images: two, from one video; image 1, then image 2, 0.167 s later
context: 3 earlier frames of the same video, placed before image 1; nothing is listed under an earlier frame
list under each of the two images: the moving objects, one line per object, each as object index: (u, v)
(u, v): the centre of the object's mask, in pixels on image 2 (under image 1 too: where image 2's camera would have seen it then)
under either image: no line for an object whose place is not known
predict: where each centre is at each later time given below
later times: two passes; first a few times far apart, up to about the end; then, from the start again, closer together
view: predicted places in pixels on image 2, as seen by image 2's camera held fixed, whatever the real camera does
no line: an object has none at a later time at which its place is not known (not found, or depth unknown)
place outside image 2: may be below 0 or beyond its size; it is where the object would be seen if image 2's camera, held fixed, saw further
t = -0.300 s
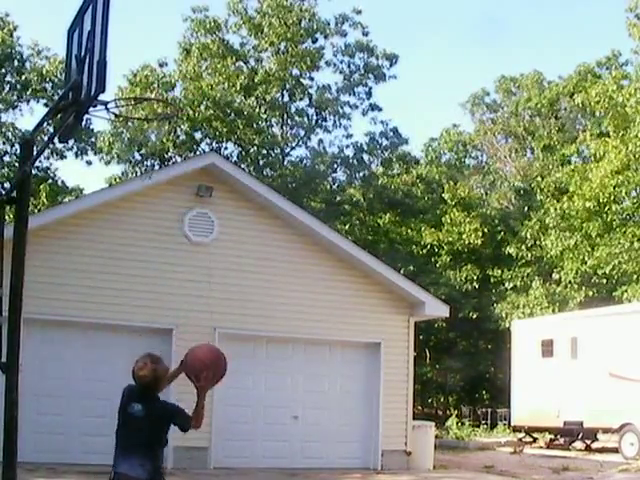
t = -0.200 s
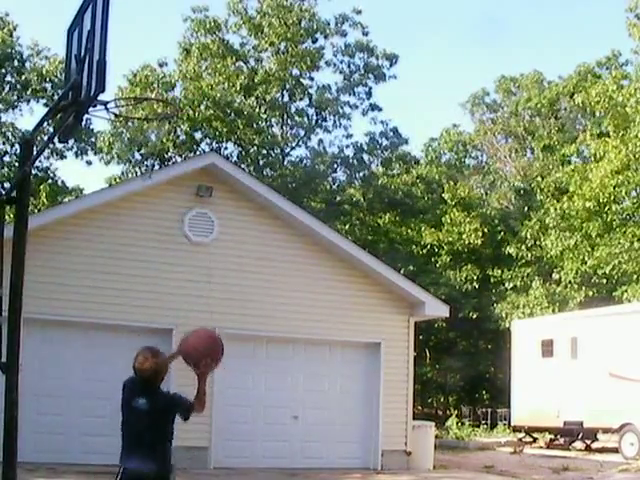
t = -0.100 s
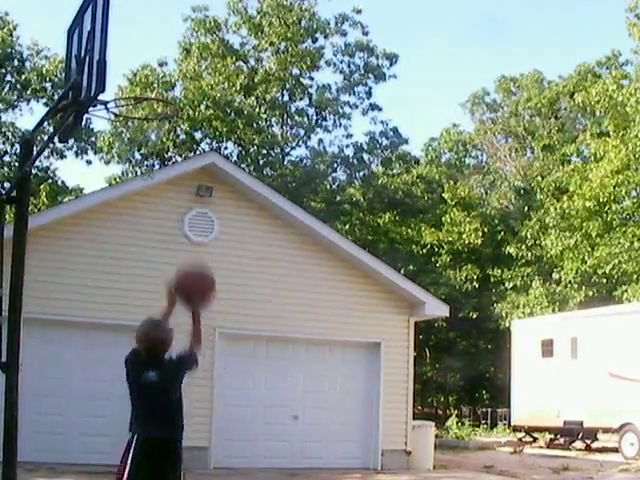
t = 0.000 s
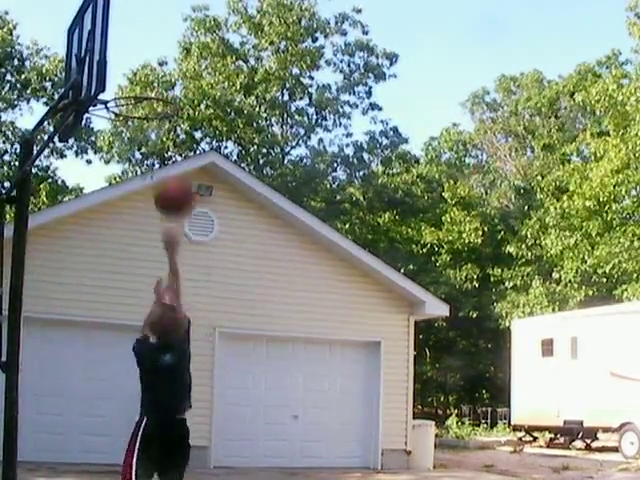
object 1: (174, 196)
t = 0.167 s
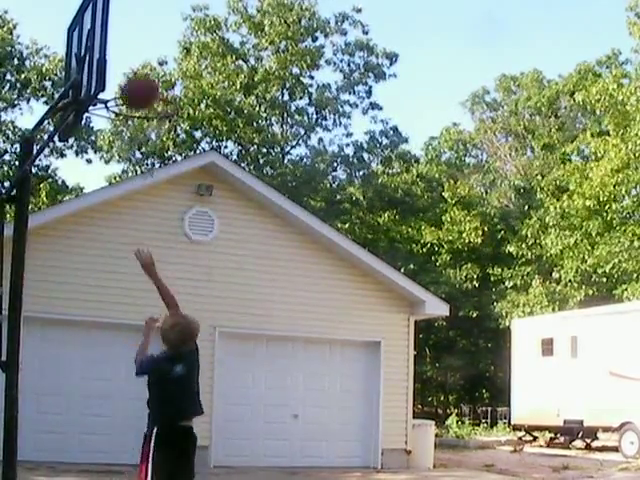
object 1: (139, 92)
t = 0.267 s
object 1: (120, 54)
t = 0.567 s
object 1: (141, 67)
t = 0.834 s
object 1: (149, 146)
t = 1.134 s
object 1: (134, 286)
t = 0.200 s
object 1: (133, 78)
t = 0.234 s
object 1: (126, 65)
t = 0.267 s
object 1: (120, 54)
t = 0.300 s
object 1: (118, 46)
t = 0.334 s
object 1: (119, 43)
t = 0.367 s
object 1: (122, 42)
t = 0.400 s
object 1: (125, 43)
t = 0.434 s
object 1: (128, 45)
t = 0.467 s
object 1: (132, 48)
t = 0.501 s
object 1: (135, 53)
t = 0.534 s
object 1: (138, 60)
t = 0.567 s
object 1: (141, 67)
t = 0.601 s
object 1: (144, 77)
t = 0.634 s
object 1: (146, 87)
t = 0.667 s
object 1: (150, 99)
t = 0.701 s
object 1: (151, 111)
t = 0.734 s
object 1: (154, 124)
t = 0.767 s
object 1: (154, 131)
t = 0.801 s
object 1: (151, 140)
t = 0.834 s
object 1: (149, 146)
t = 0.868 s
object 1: (148, 155)
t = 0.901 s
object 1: (147, 167)
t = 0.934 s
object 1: (144, 178)
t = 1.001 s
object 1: (141, 207)
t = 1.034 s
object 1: (139, 224)
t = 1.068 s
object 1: (138, 243)
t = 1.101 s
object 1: (136, 263)
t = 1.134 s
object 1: (134, 286)
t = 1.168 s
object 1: (132, 310)
